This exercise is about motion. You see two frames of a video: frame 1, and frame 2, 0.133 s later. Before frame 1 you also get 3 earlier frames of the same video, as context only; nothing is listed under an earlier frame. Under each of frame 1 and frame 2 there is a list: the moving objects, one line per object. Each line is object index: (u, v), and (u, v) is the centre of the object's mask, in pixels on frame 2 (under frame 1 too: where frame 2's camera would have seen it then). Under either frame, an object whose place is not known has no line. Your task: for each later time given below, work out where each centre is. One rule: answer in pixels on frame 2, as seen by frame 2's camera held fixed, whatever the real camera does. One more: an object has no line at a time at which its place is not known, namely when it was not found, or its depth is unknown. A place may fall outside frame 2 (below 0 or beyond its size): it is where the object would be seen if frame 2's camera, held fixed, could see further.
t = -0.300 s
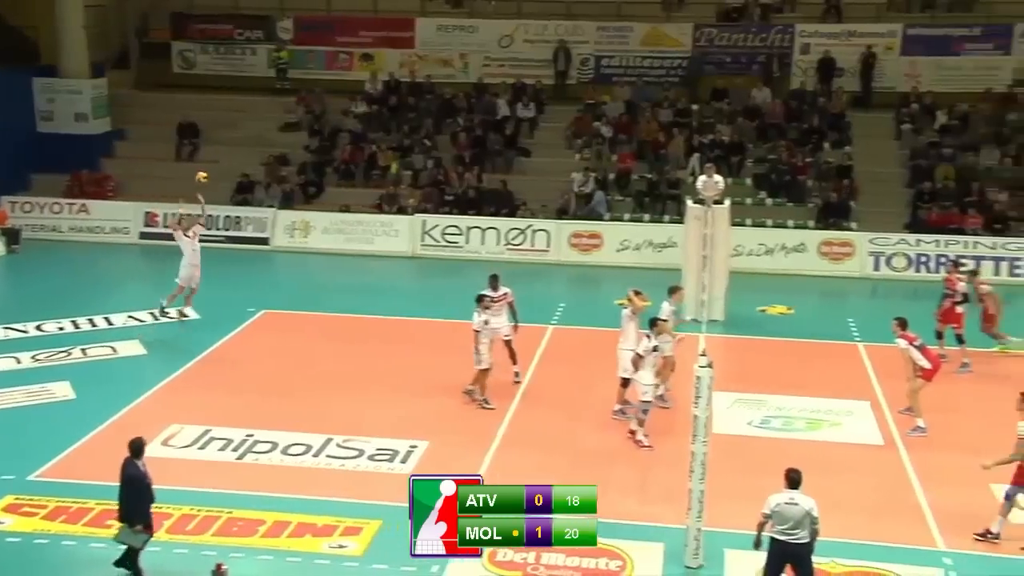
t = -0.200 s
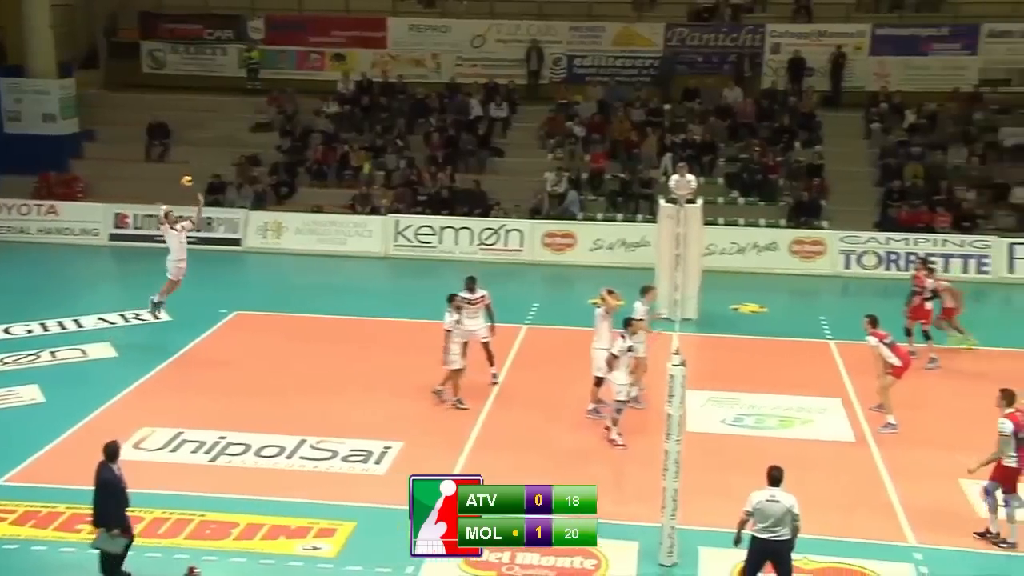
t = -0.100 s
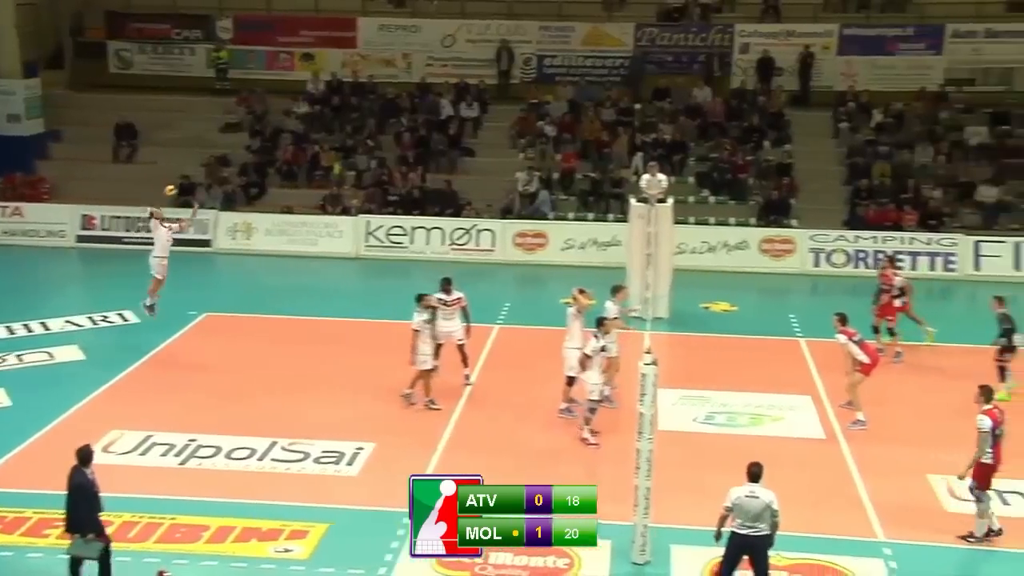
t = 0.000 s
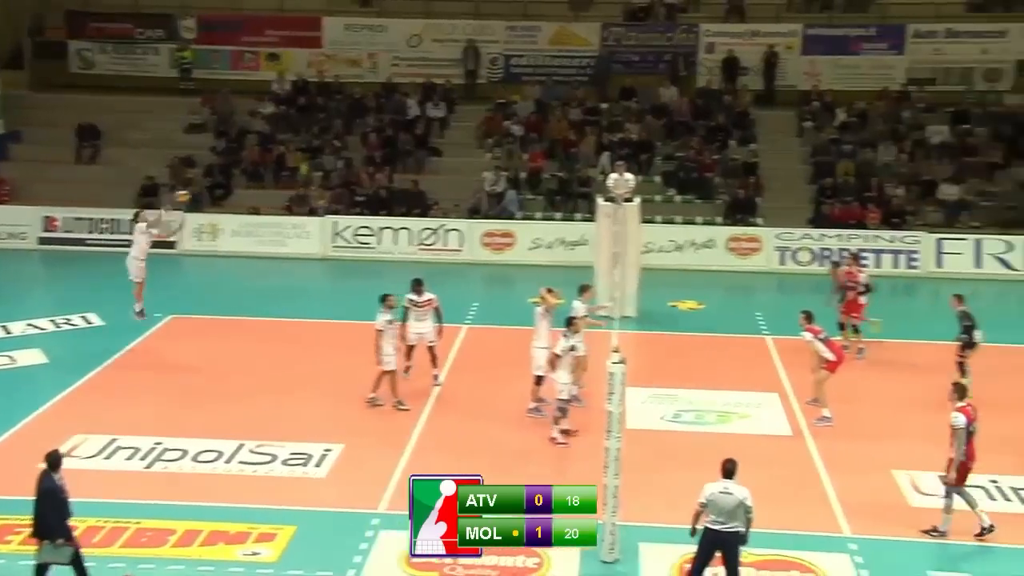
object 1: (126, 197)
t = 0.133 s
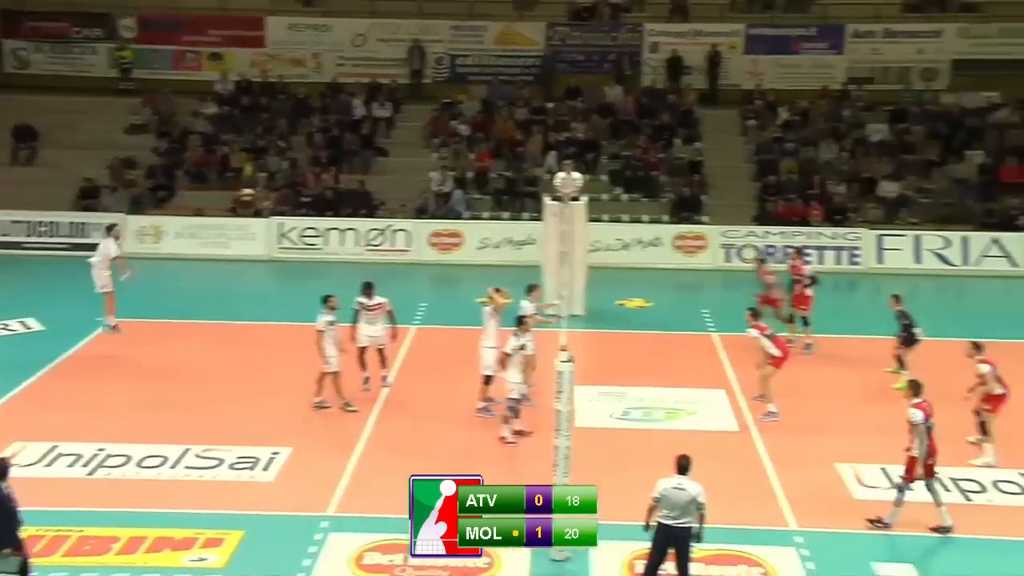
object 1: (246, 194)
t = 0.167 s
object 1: (263, 194)
